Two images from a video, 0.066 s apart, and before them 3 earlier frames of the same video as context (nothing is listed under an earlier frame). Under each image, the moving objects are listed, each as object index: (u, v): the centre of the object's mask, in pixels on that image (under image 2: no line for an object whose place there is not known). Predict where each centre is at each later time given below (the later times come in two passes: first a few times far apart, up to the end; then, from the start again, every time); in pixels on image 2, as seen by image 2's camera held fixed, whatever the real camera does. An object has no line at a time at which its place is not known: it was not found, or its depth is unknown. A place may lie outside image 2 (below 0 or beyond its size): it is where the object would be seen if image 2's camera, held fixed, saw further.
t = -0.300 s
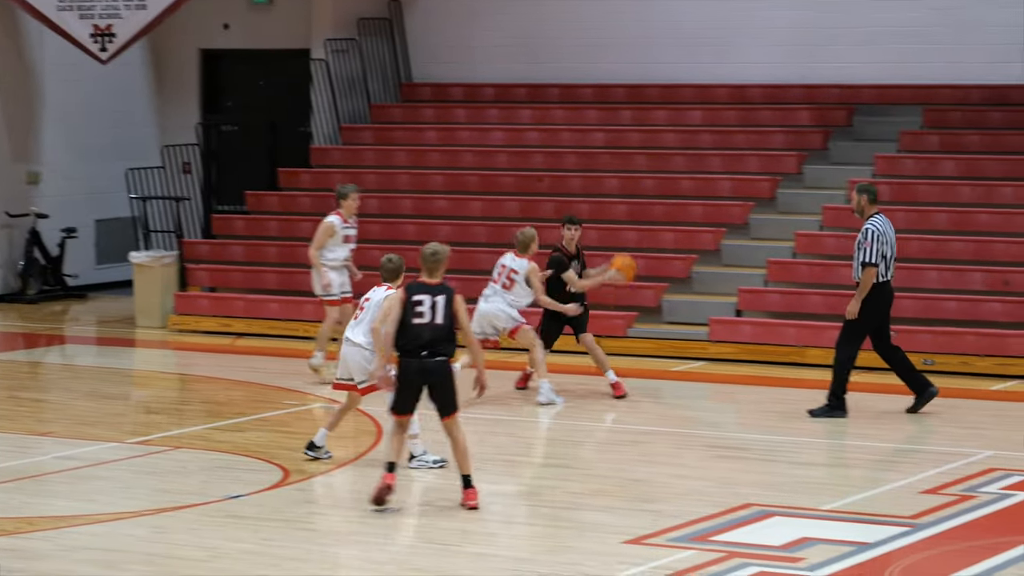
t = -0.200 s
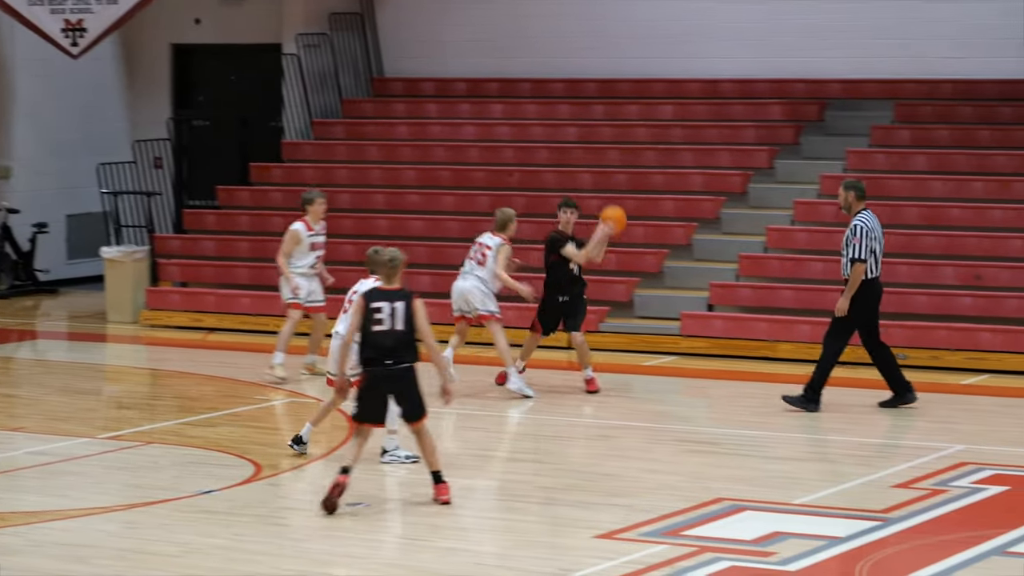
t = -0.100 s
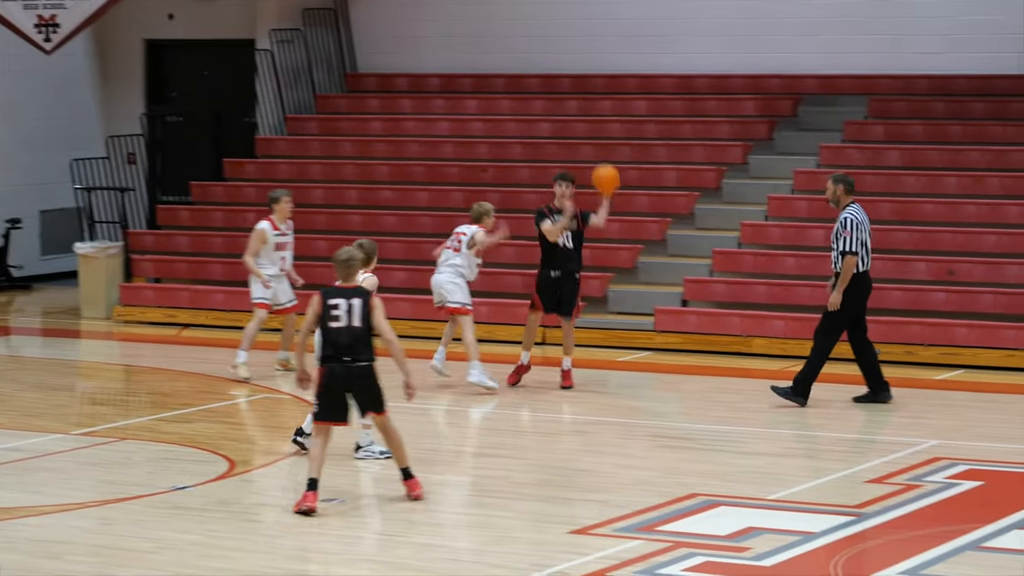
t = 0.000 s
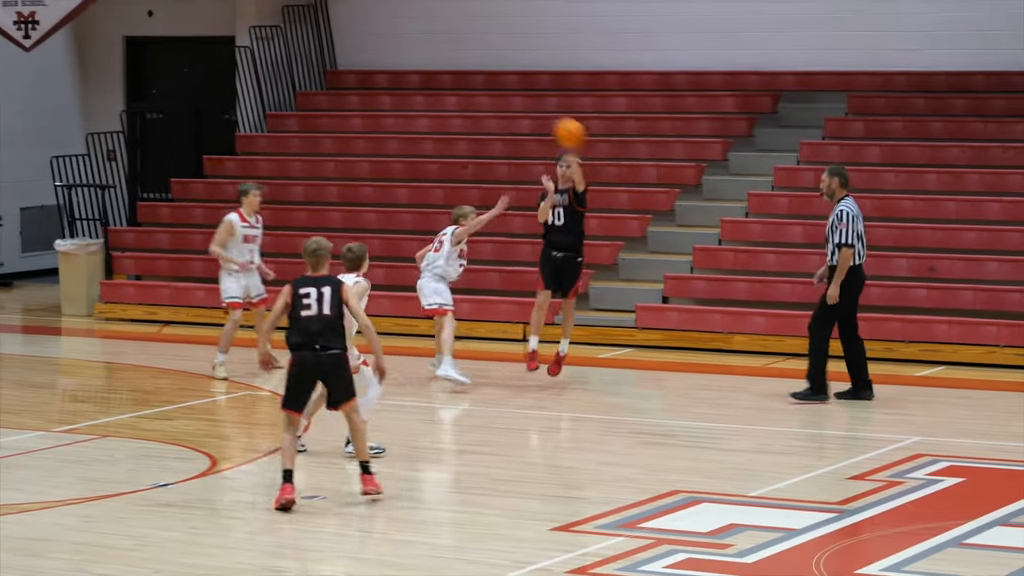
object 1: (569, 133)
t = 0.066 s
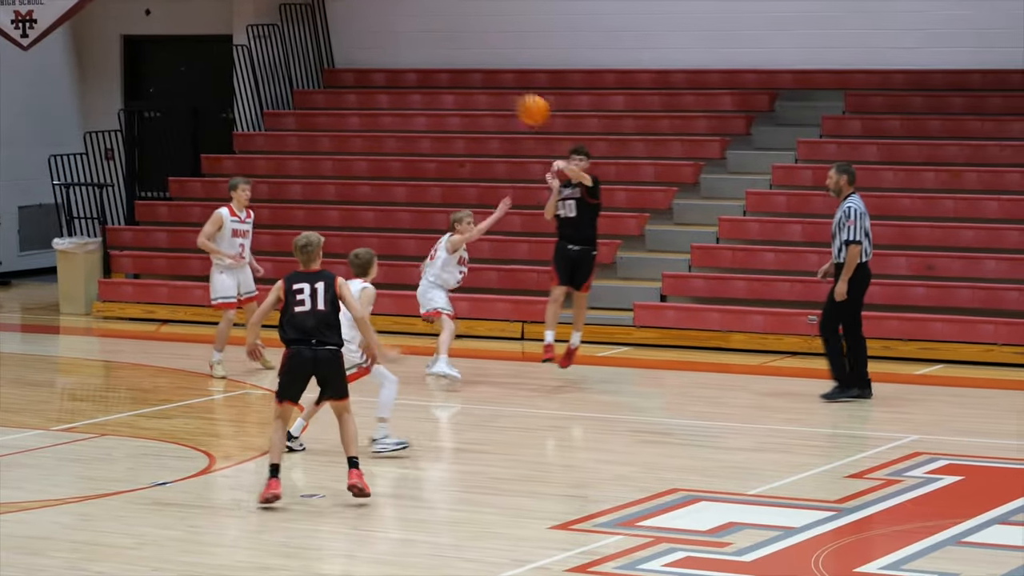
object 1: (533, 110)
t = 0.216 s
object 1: (451, 76)
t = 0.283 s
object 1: (411, 69)
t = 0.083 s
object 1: (524, 105)
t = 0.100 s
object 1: (515, 100)
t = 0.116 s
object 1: (506, 96)
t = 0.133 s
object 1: (498, 92)
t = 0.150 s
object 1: (488, 88)
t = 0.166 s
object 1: (479, 84)
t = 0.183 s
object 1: (470, 82)
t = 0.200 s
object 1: (461, 79)
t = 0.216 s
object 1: (451, 76)
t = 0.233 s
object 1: (442, 74)
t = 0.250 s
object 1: (432, 72)
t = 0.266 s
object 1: (422, 70)
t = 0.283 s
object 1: (411, 69)
